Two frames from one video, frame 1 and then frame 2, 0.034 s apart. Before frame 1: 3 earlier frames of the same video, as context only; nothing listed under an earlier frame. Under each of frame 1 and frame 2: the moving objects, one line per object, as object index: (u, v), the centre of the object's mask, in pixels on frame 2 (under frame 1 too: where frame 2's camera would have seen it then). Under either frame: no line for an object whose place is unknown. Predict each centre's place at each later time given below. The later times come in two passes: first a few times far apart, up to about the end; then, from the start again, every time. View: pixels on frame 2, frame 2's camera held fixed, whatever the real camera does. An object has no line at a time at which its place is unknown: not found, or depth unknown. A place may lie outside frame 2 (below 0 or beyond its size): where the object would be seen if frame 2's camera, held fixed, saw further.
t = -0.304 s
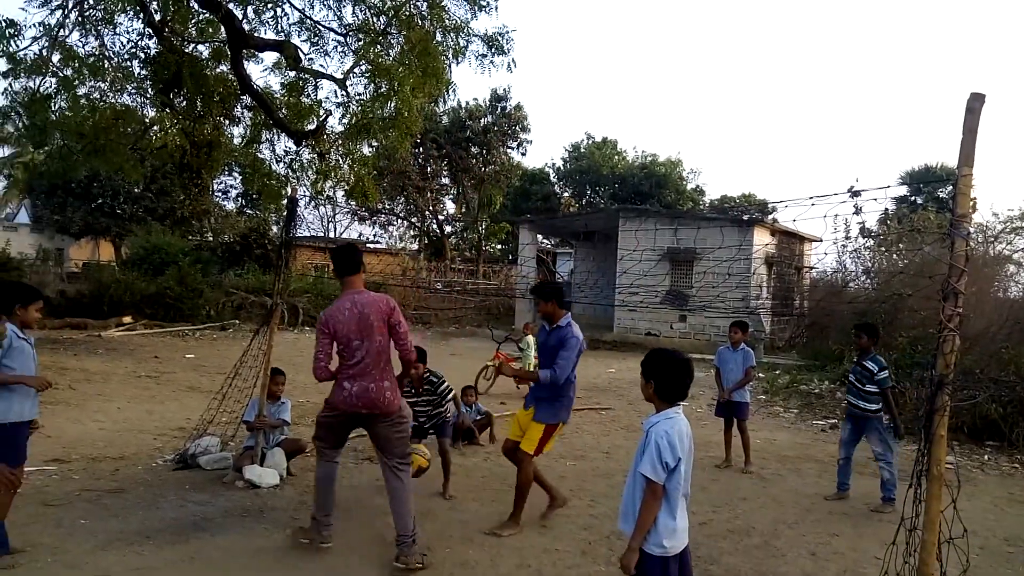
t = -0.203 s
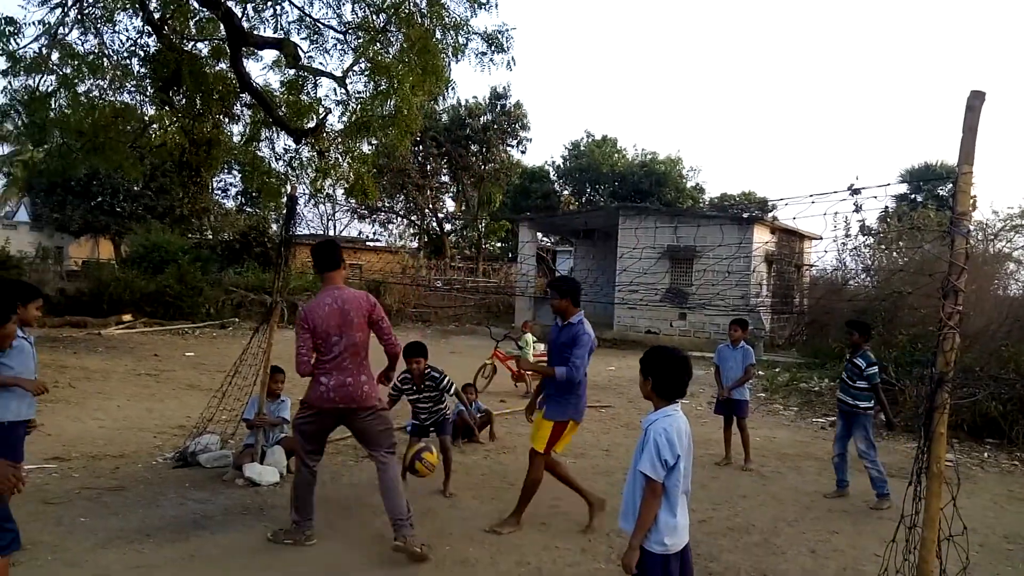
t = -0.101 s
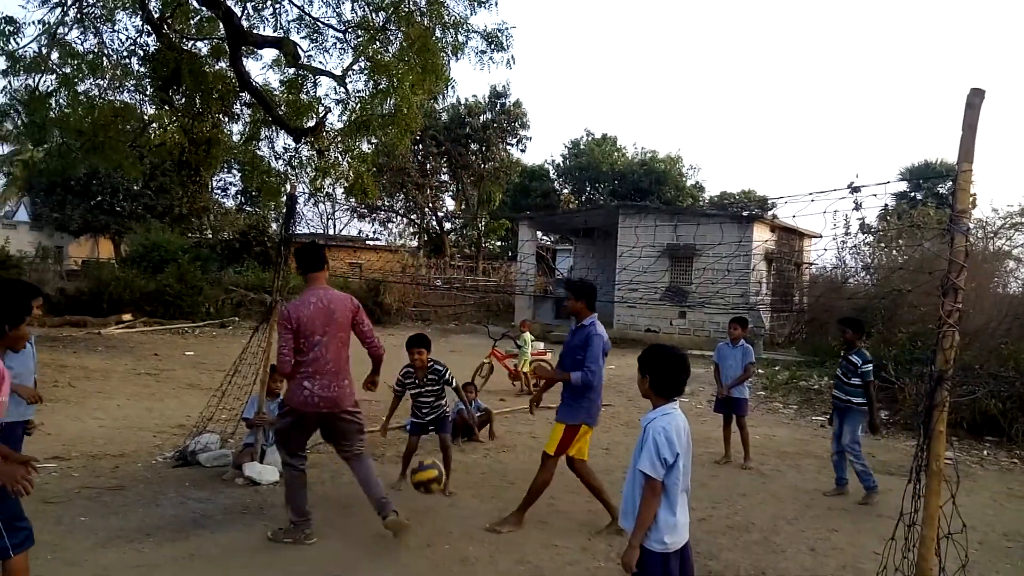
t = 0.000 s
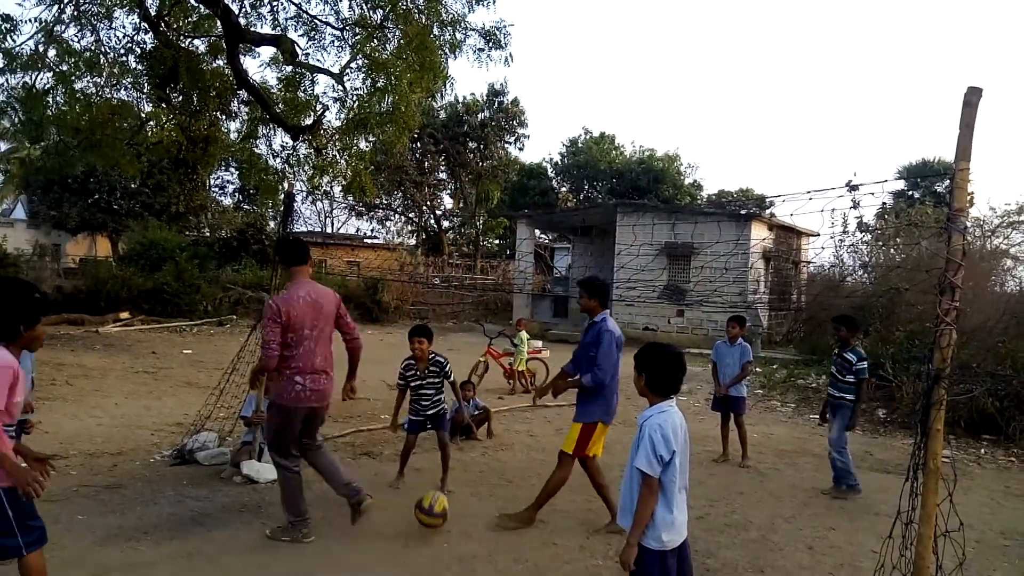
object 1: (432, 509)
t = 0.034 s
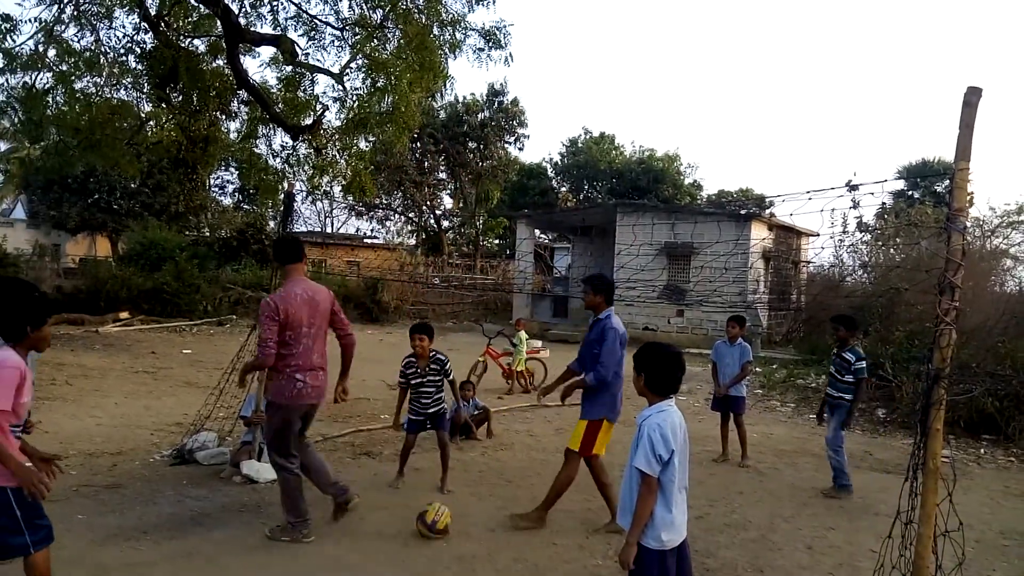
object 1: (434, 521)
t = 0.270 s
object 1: (457, 529)
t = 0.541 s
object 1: (484, 537)
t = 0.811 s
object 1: (513, 545)
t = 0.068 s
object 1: (437, 517)
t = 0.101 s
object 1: (441, 514)
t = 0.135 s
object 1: (444, 513)
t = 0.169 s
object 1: (447, 514)
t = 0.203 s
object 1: (450, 517)
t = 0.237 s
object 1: (454, 523)
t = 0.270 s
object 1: (457, 529)
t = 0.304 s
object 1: (461, 527)
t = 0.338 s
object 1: (464, 528)
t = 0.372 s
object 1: (467, 530)
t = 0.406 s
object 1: (470, 532)
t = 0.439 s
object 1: (474, 533)
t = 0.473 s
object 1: (477, 535)
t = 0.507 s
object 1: (481, 536)
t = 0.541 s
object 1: (484, 537)
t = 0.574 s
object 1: (488, 537)
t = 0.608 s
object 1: (491, 539)
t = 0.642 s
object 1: (495, 539)
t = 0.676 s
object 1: (498, 541)
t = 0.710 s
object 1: (502, 541)
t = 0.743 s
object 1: (506, 543)
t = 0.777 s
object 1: (509, 544)
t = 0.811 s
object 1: (513, 545)
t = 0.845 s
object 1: (516, 546)
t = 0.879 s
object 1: (520, 547)
